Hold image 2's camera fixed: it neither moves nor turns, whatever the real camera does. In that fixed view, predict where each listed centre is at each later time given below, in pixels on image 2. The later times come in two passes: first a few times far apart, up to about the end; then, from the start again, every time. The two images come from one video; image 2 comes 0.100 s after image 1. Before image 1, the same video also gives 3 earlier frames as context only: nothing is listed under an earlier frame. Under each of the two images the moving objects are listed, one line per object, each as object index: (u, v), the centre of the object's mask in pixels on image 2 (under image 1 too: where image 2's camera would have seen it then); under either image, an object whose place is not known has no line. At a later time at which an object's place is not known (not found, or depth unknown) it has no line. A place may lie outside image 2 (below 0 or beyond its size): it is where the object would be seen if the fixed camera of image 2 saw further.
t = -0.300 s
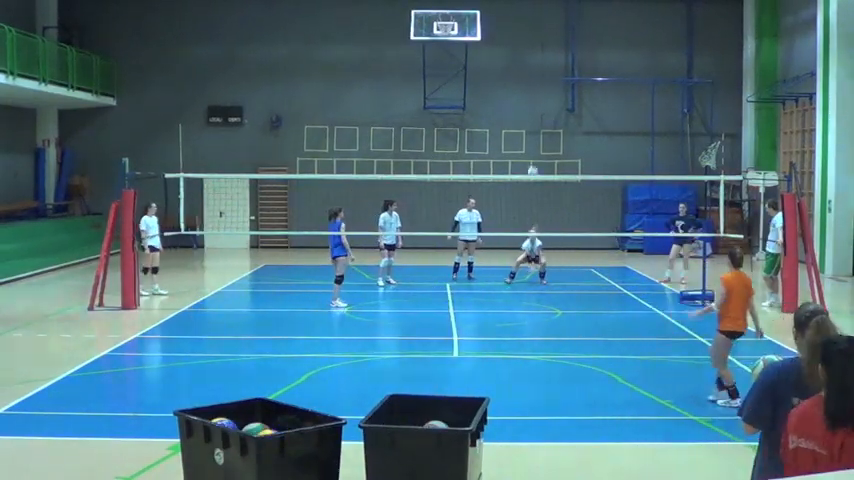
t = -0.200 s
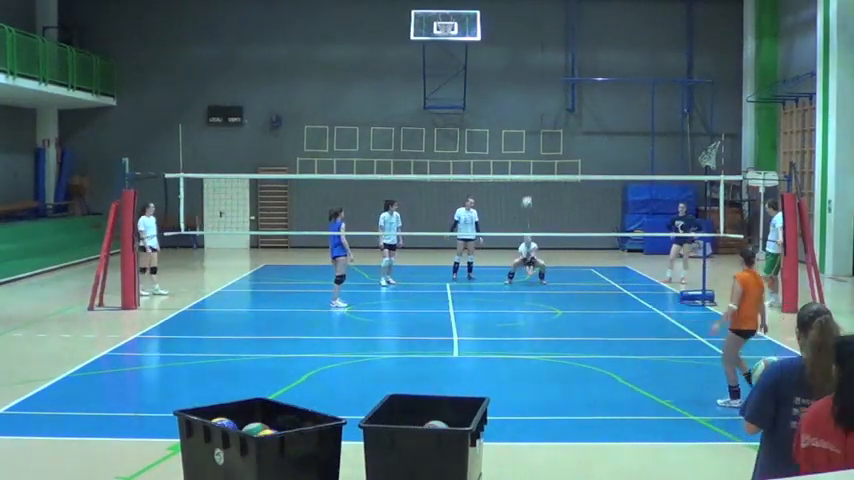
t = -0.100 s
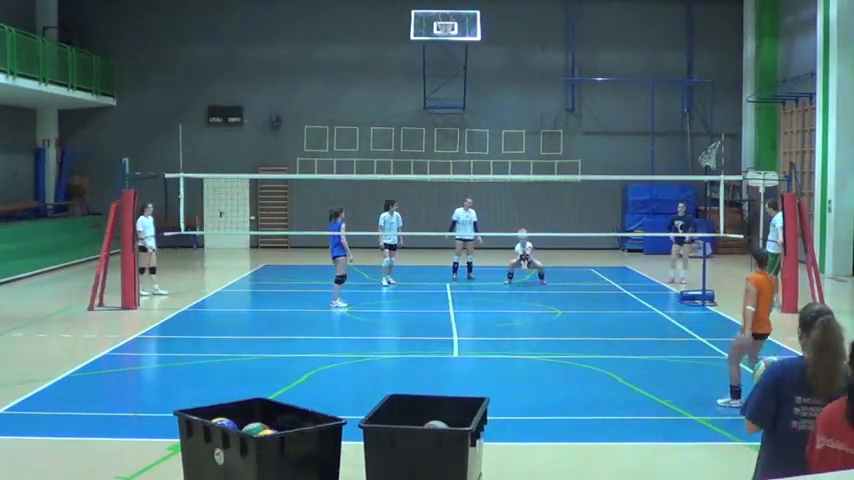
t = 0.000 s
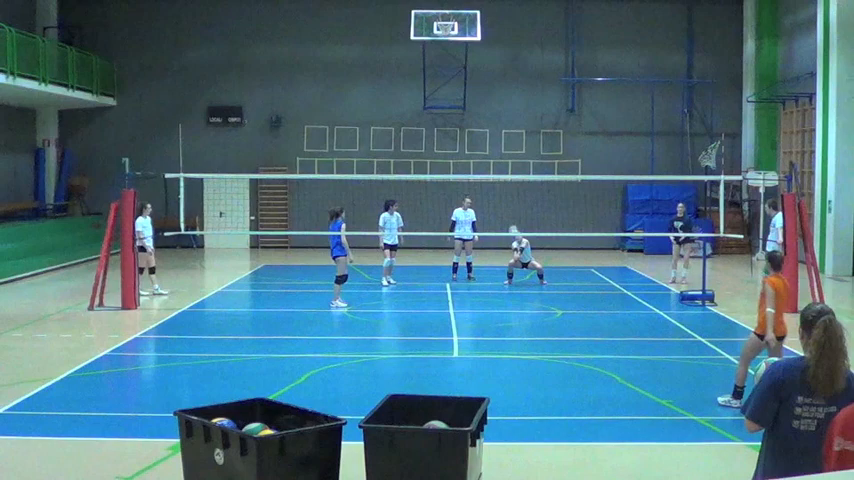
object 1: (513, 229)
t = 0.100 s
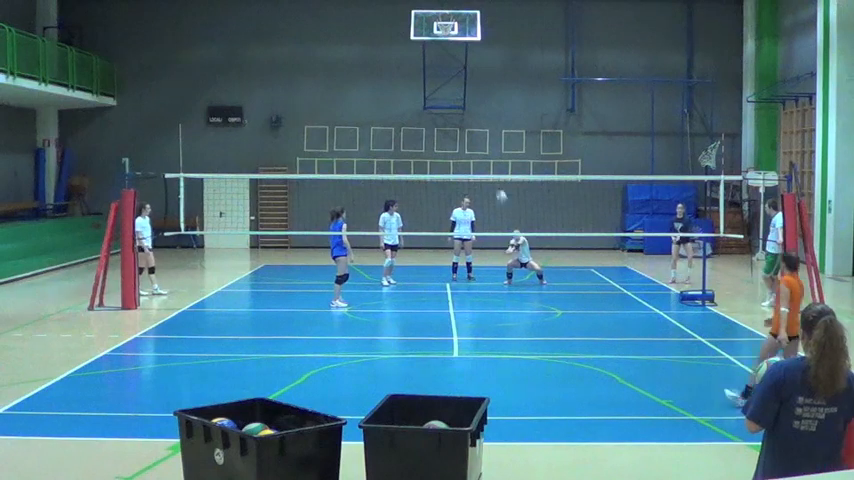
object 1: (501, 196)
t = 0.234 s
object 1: (485, 156)
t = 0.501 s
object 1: (451, 102)
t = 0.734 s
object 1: (420, 84)
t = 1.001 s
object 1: (384, 99)
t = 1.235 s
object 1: (351, 143)
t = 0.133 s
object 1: (497, 186)
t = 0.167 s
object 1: (493, 173)
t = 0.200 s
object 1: (489, 165)
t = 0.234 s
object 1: (485, 156)
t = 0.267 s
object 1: (480, 147)
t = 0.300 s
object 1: (477, 139)
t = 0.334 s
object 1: (472, 131)
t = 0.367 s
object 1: (468, 124)
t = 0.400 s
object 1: (464, 118)
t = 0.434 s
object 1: (460, 113)
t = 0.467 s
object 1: (456, 107)
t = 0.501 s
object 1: (451, 102)
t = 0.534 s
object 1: (447, 98)
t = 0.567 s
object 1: (443, 94)
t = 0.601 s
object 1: (438, 91)
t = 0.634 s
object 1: (434, 88)
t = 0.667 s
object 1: (429, 86)
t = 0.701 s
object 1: (425, 85)
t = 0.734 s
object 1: (420, 84)
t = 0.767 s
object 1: (416, 83)
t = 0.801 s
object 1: (412, 84)
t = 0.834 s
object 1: (407, 85)
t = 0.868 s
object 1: (402, 86)
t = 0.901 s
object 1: (398, 88)
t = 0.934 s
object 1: (393, 92)
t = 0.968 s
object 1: (389, 95)
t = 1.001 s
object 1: (384, 99)
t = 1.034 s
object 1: (380, 103)
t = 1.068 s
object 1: (375, 108)
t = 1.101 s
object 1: (371, 114)
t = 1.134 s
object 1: (365, 120)
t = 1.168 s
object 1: (361, 127)
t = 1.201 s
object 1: (356, 135)
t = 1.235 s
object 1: (351, 143)
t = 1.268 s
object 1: (347, 152)
